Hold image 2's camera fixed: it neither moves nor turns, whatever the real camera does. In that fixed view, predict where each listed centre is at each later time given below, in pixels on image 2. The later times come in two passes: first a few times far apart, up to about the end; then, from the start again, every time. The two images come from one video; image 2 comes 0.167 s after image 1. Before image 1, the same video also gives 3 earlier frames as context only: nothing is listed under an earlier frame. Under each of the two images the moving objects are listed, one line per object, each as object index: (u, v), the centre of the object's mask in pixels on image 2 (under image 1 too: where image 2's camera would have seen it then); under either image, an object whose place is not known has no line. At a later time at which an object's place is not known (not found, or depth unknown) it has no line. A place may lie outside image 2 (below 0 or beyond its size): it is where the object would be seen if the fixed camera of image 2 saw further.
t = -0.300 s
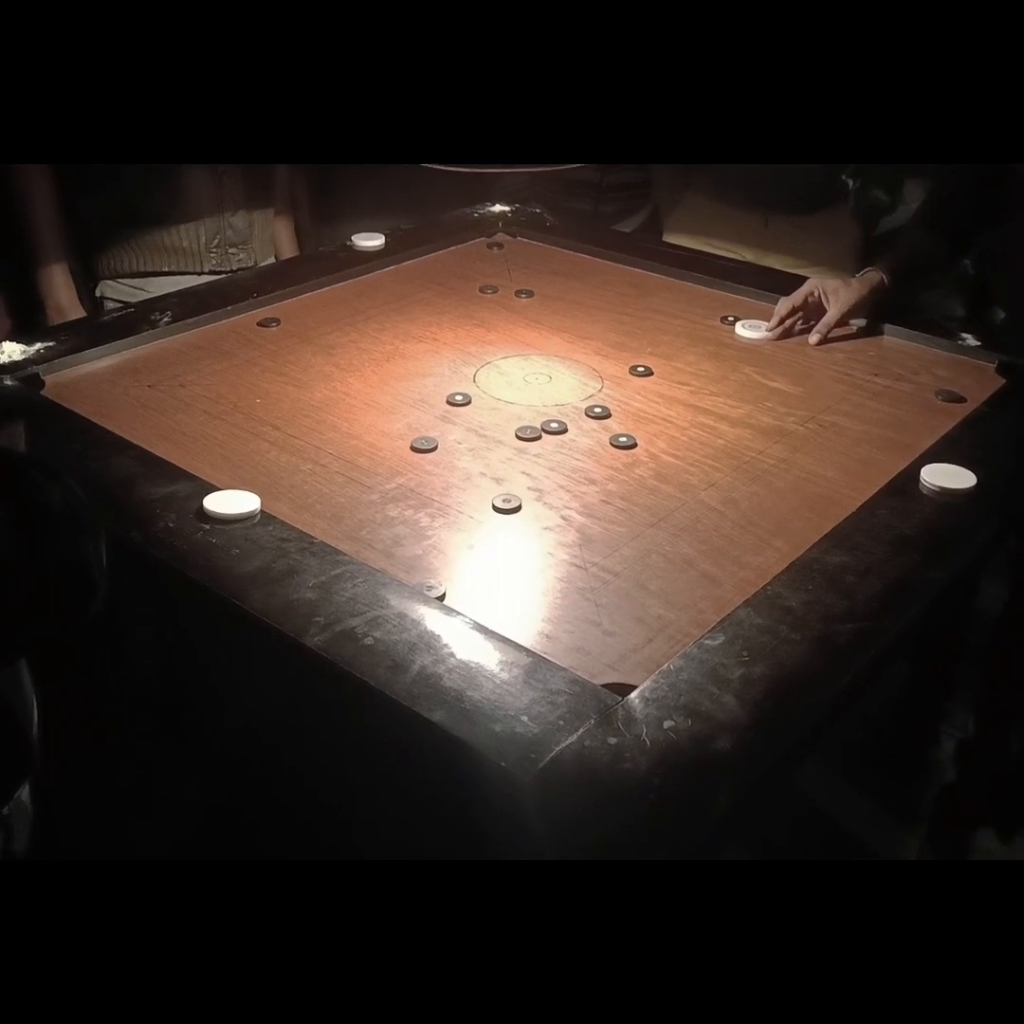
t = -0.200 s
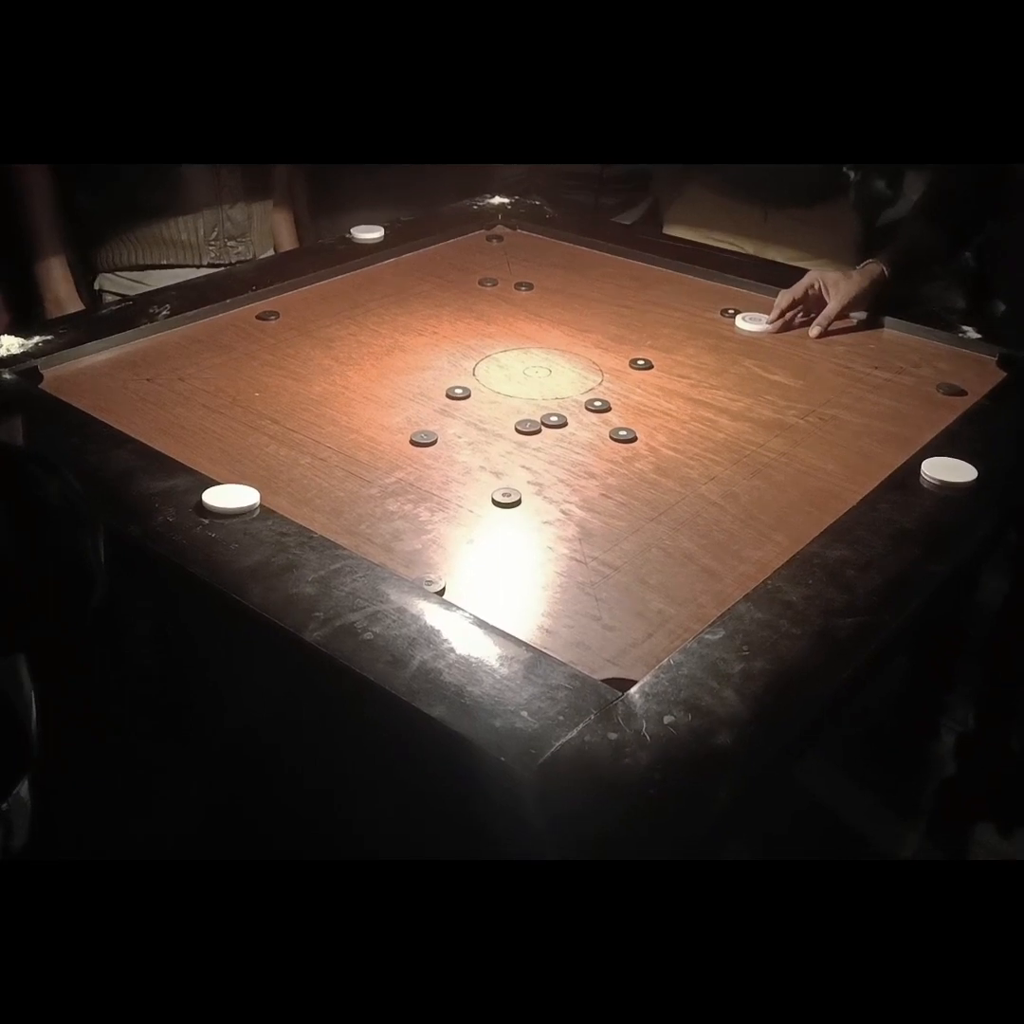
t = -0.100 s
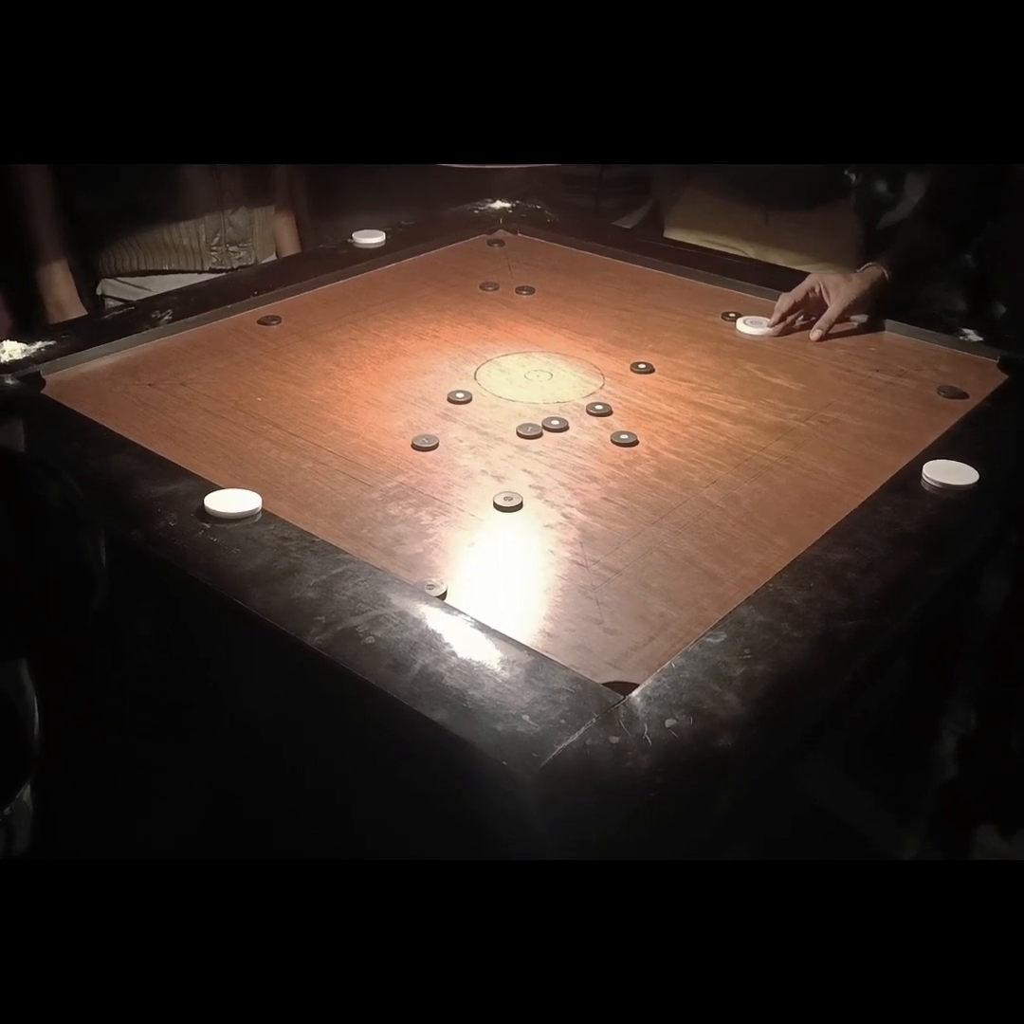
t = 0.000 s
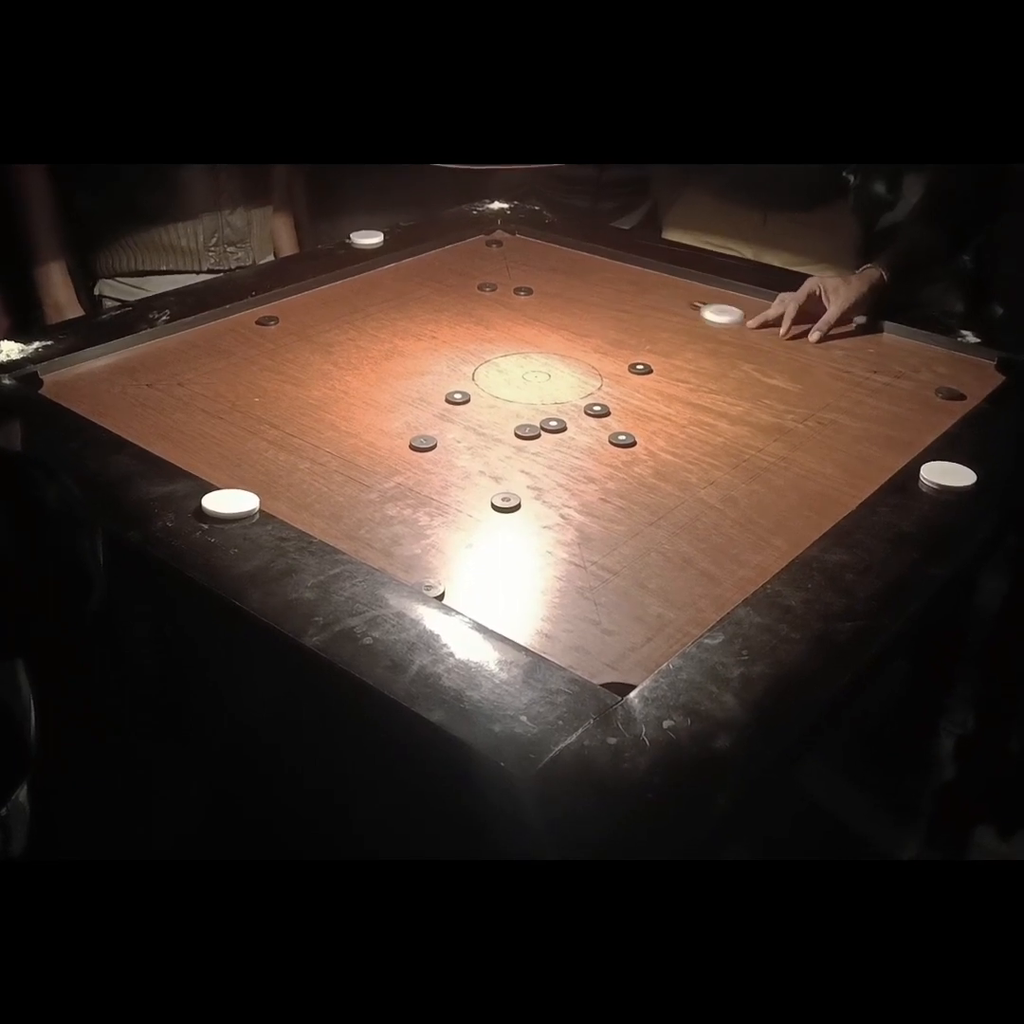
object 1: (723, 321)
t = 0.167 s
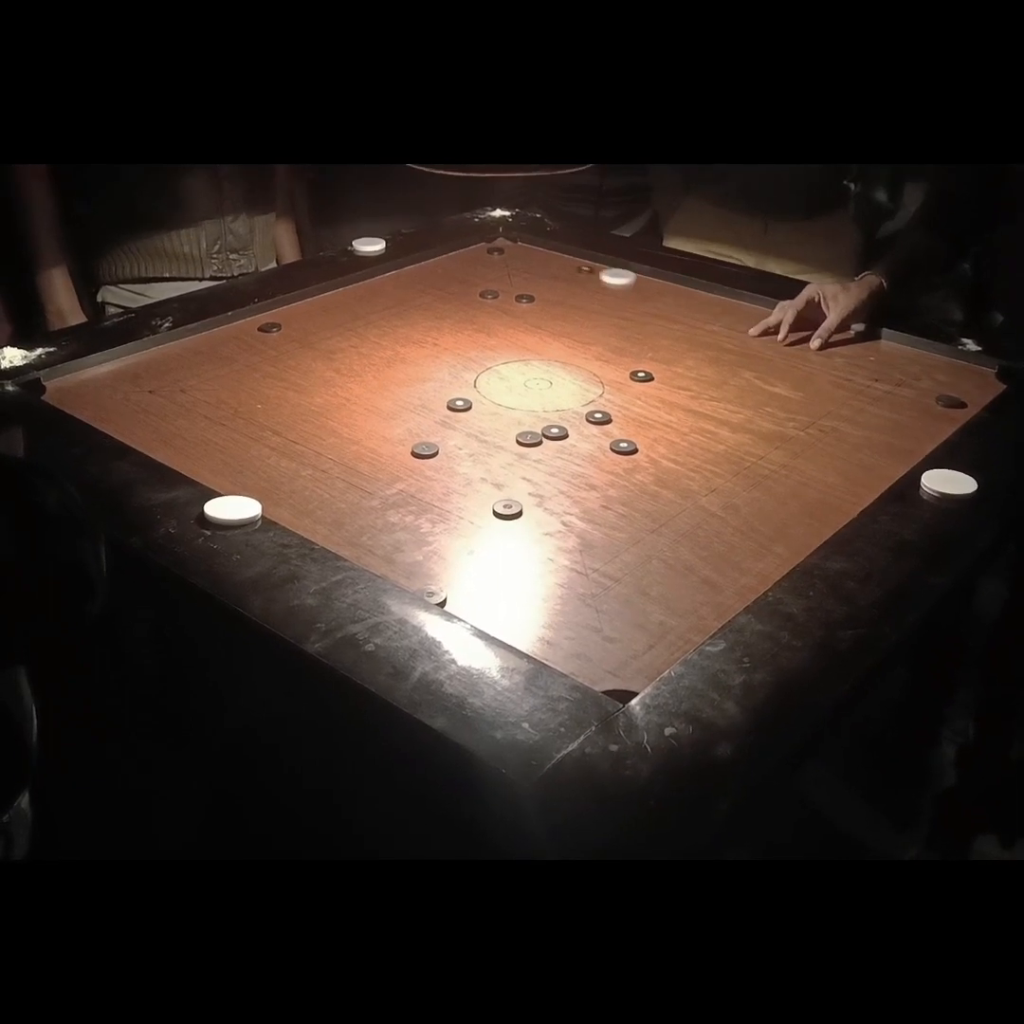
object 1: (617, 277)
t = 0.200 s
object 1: (600, 269)
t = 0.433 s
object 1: (509, 253)
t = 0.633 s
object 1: (512, 253)
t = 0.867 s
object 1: (512, 253)
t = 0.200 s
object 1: (600, 269)
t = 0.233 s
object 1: (576, 265)
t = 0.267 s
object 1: (553, 261)
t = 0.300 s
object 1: (531, 257)
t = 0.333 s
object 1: (512, 254)
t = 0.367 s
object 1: (503, 252)
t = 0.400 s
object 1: (506, 253)
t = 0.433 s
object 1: (509, 253)
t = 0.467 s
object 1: (511, 253)
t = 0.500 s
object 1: (512, 253)
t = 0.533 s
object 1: (512, 253)
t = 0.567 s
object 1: (512, 253)
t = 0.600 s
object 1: (512, 253)
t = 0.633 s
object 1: (512, 253)
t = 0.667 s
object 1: (512, 253)
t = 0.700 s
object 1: (512, 253)
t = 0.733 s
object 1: (512, 253)
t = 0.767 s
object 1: (512, 253)
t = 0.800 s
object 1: (512, 253)
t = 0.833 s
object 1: (512, 253)
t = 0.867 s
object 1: (512, 253)
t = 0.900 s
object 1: (512, 253)
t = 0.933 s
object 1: (512, 253)
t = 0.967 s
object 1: (512, 253)
